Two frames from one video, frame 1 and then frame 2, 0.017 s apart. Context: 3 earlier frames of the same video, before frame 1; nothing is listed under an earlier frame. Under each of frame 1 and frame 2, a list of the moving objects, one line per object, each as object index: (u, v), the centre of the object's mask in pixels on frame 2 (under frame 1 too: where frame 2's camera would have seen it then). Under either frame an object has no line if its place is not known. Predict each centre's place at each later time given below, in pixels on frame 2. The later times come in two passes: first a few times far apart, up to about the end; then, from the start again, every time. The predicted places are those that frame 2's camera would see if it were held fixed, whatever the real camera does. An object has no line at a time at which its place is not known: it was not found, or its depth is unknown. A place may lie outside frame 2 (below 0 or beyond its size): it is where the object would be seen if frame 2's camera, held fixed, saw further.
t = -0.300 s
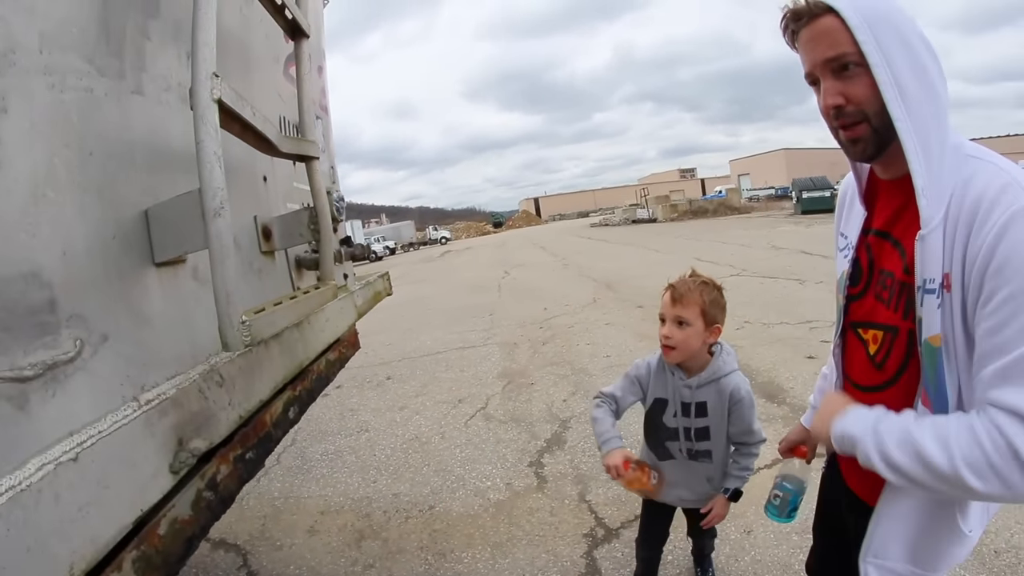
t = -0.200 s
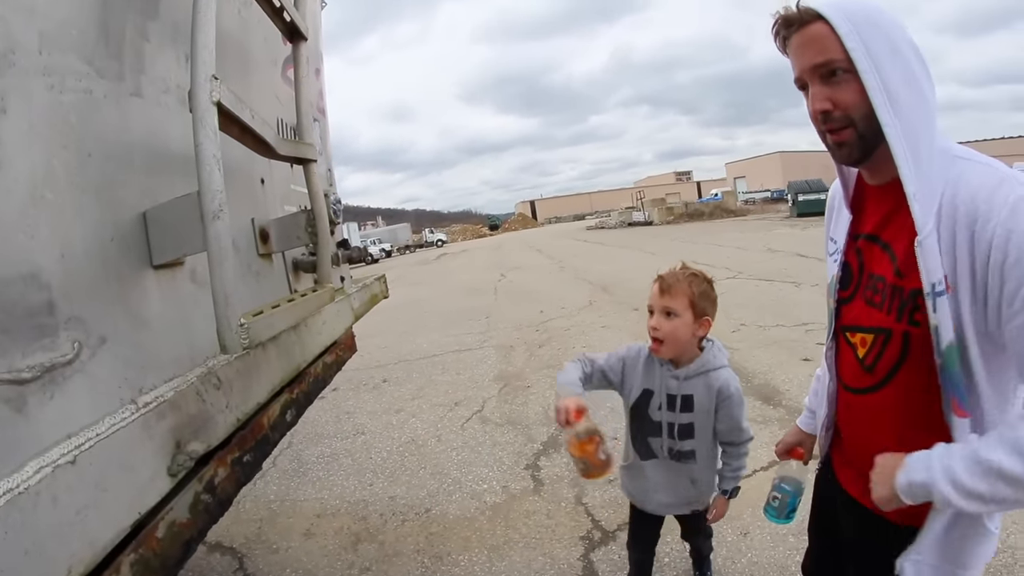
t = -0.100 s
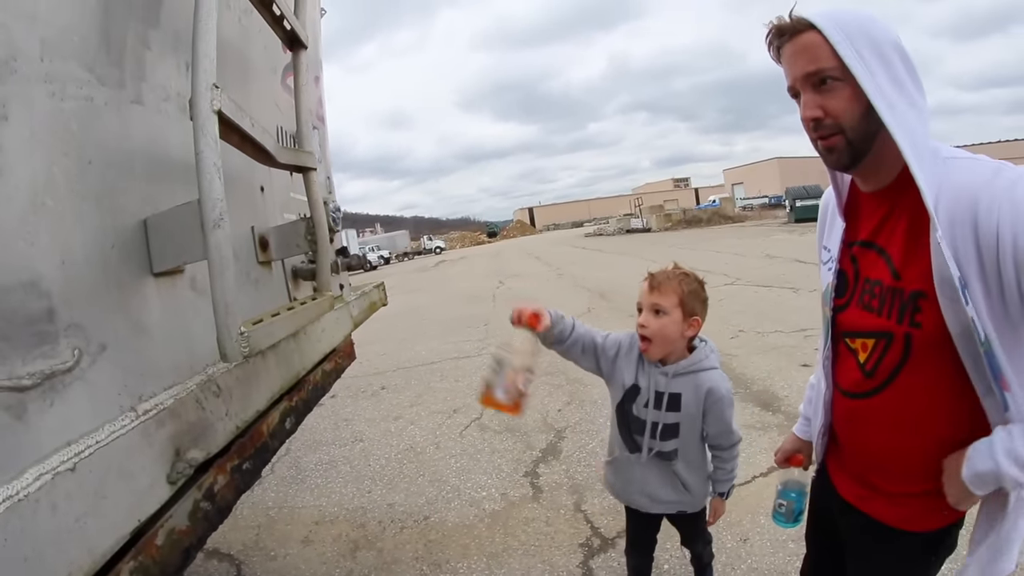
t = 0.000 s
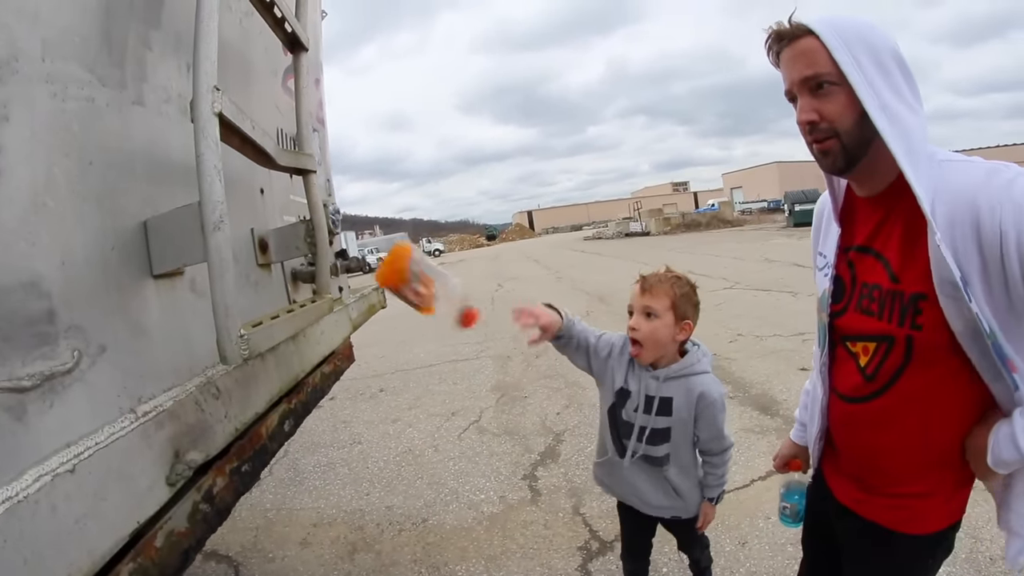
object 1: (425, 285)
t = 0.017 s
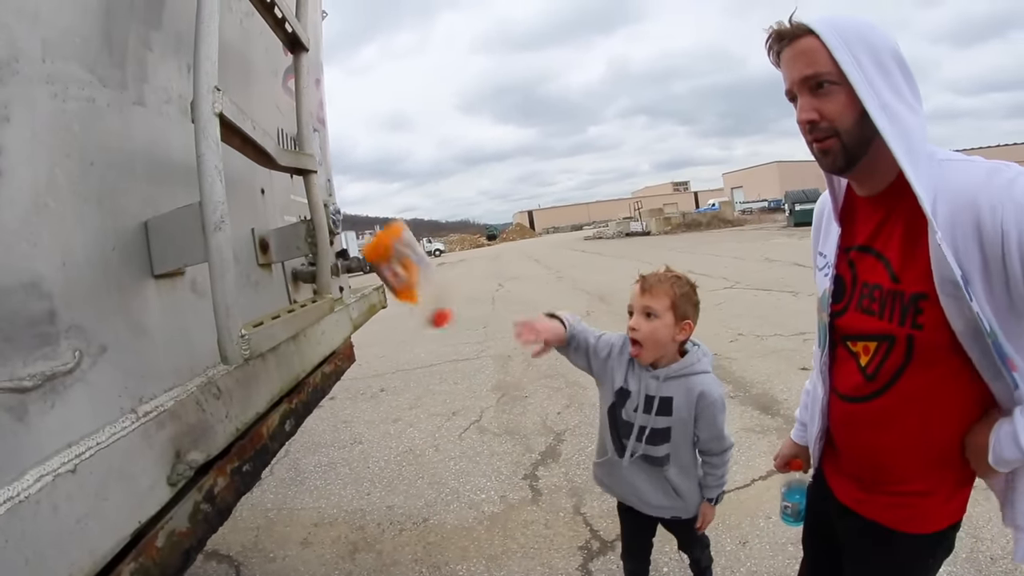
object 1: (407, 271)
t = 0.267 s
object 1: (273, 222)
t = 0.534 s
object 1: (295, 287)
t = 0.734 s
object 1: (380, 434)
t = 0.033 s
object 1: (389, 259)
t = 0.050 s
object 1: (370, 244)
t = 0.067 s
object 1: (351, 229)
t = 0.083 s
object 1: (335, 215)
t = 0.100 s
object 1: (319, 204)
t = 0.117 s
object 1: (303, 195)
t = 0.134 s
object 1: (289, 186)
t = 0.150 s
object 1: (280, 178)
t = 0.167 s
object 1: (272, 175)
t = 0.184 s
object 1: (273, 179)
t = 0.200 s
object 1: (273, 183)
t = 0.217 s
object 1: (273, 189)
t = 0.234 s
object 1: (273, 198)
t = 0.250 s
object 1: (273, 208)
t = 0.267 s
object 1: (273, 222)
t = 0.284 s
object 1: (273, 238)
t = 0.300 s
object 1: (274, 255)
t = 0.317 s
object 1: (274, 270)
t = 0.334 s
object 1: (278, 274)
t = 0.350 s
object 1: (281, 278)
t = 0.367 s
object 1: (284, 285)
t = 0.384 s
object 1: (284, 284)
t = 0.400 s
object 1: (284, 282)
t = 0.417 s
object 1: (284, 282)
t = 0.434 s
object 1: (285, 281)
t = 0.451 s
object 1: (286, 281)
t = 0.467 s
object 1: (287, 281)
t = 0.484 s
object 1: (289, 283)
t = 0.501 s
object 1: (291, 284)
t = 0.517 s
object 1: (293, 284)
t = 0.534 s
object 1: (295, 287)
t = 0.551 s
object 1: (297, 289)
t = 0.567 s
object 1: (300, 293)
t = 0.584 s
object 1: (303, 298)
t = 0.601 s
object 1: (305, 302)
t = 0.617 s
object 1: (310, 310)
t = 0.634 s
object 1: (317, 320)
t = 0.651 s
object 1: (327, 334)
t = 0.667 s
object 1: (336, 350)
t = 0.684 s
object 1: (346, 368)
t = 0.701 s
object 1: (357, 389)
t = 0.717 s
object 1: (368, 411)
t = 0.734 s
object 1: (380, 434)
